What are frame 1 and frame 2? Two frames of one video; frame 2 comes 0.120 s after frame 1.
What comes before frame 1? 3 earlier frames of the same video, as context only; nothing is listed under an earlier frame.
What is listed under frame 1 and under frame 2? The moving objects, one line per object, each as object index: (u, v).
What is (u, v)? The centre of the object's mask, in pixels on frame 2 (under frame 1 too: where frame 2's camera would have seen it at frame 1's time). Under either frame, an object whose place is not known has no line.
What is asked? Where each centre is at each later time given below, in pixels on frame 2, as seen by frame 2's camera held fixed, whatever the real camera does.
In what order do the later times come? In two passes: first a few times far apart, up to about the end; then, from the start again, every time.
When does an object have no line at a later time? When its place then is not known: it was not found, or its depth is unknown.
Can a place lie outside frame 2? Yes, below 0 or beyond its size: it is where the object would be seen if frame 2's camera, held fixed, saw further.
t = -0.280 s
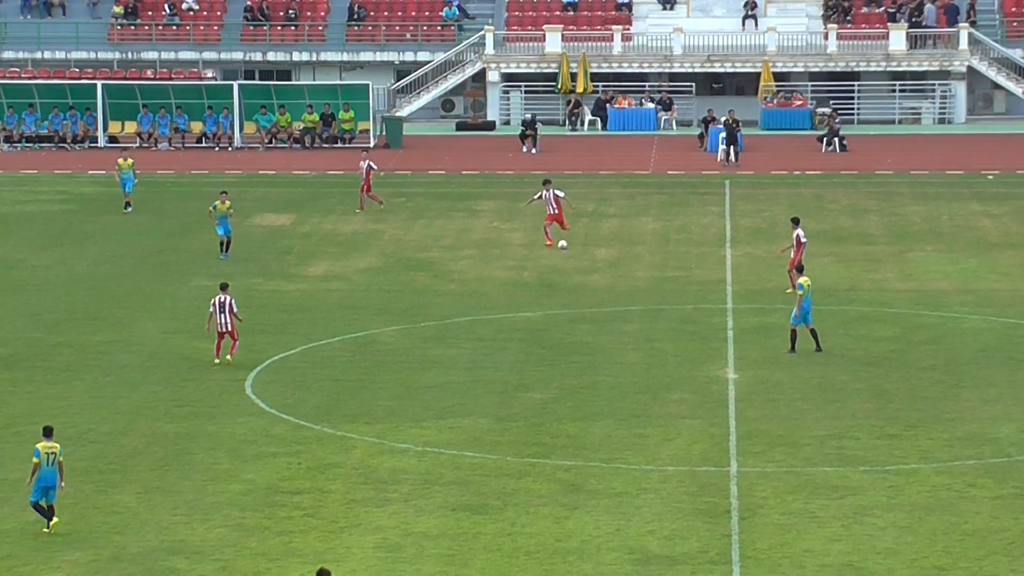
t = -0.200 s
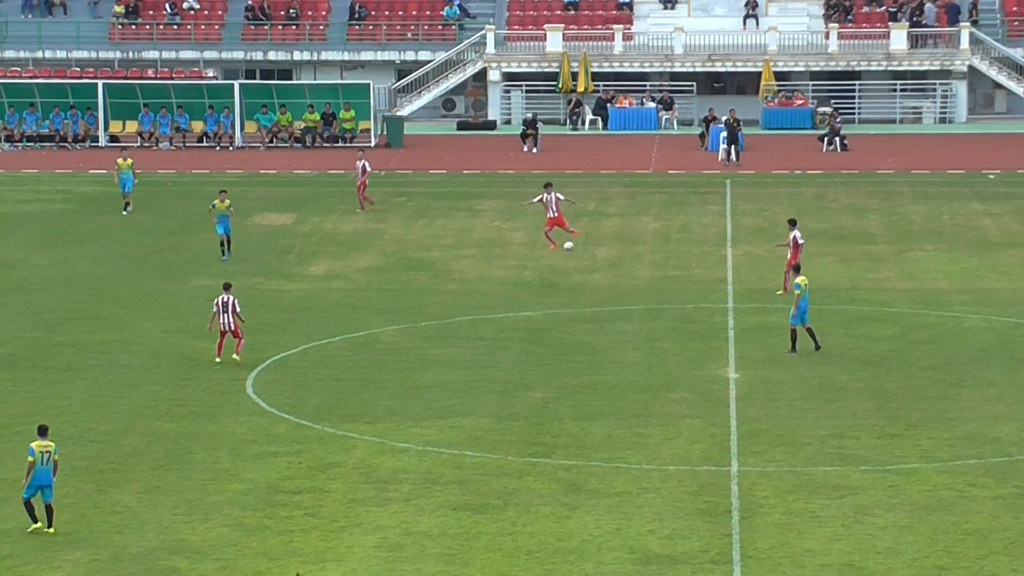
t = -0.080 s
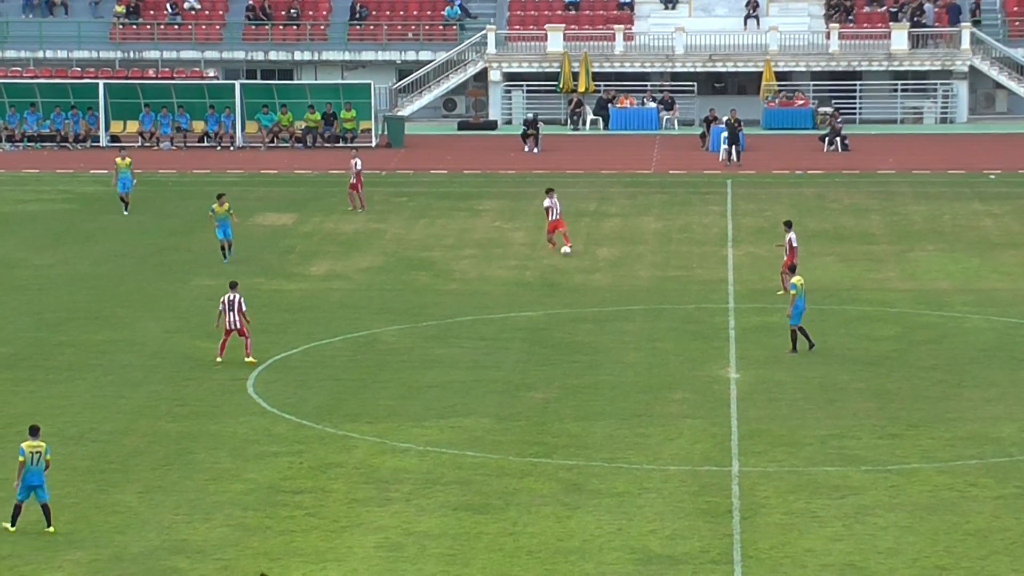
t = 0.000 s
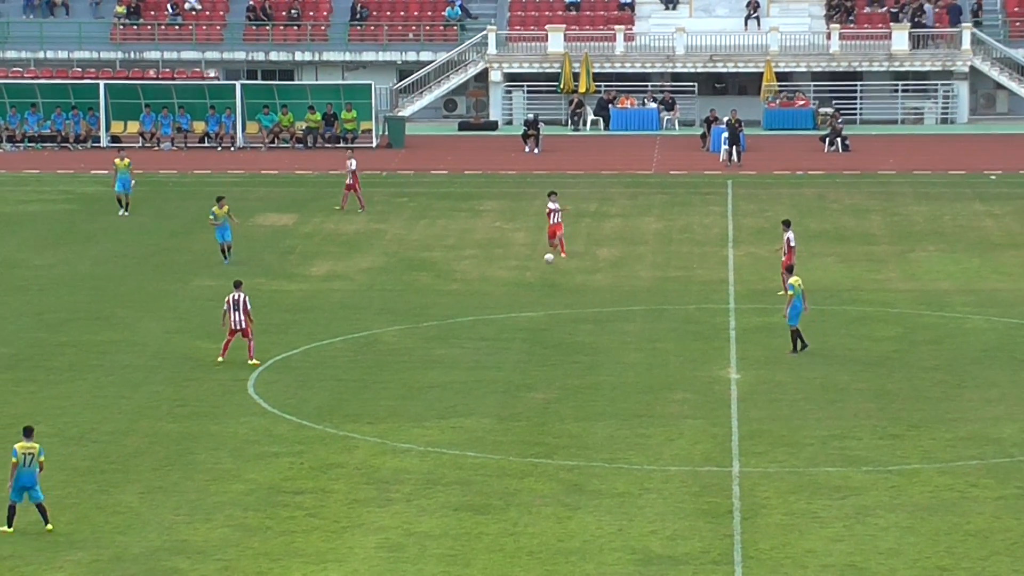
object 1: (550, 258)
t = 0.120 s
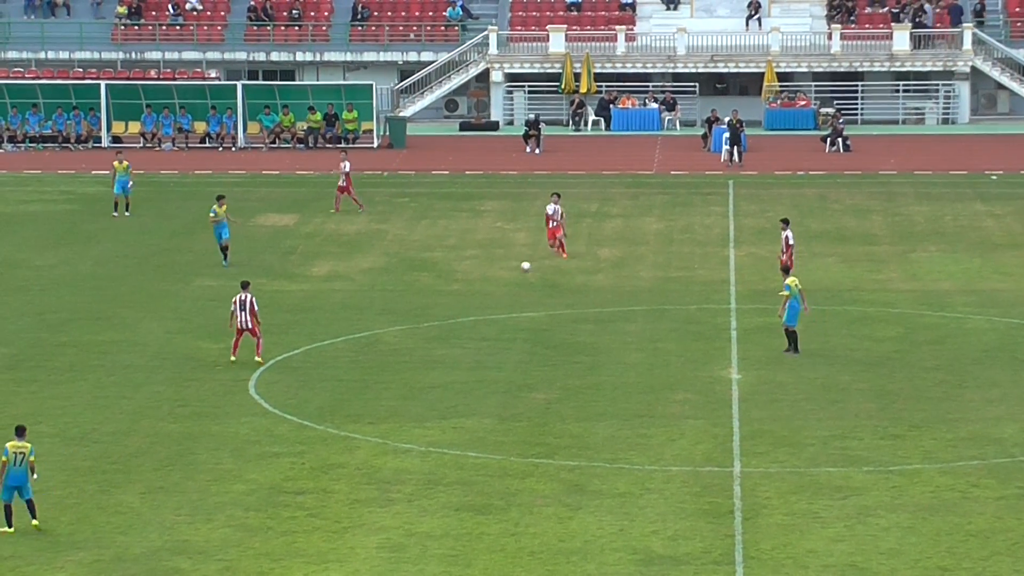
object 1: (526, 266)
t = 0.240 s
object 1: (502, 277)
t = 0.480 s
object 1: (460, 292)
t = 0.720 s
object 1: (422, 304)
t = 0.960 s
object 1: (384, 318)
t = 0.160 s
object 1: (517, 269)
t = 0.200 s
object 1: (510, 272)
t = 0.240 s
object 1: (502, 277)
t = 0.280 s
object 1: (494, 279)
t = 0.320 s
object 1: (487, 281)
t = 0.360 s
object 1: (481, 283)
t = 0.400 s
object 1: (474, 285)
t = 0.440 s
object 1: (467, 289)
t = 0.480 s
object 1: (460, 292)
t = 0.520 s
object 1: (454, 293)
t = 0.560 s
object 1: (447, 295)
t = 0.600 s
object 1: (441, 298)
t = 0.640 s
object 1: (434, 301)
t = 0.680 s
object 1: (428, 302)
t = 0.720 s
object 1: (422, 304)
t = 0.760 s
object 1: (415, 307)
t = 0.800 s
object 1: (409, 310)
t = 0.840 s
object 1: (403, 312)
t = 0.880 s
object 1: (397, 313)
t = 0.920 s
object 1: (390, 316)
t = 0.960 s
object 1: (384, 318)
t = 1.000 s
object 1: (378, 319)
